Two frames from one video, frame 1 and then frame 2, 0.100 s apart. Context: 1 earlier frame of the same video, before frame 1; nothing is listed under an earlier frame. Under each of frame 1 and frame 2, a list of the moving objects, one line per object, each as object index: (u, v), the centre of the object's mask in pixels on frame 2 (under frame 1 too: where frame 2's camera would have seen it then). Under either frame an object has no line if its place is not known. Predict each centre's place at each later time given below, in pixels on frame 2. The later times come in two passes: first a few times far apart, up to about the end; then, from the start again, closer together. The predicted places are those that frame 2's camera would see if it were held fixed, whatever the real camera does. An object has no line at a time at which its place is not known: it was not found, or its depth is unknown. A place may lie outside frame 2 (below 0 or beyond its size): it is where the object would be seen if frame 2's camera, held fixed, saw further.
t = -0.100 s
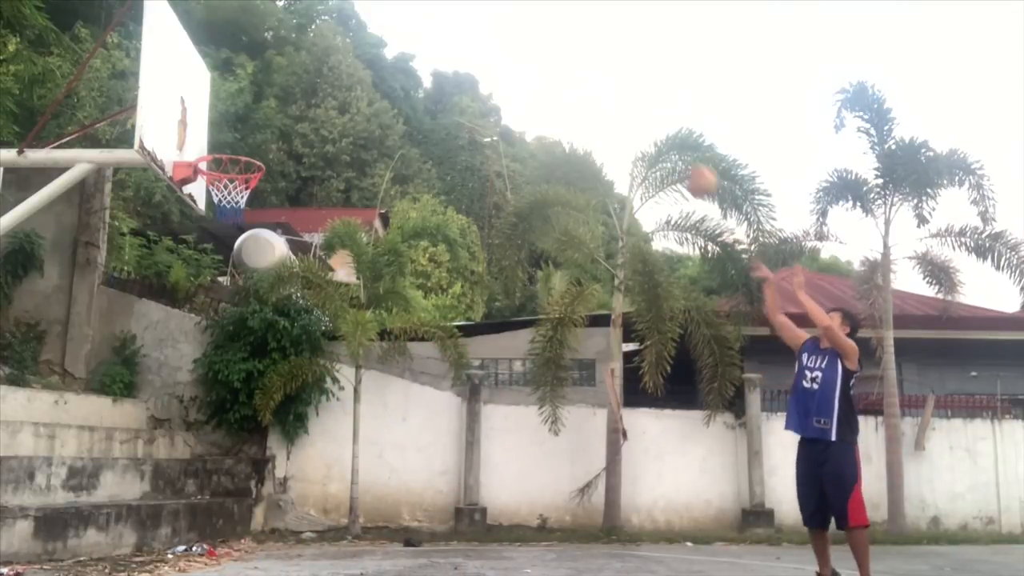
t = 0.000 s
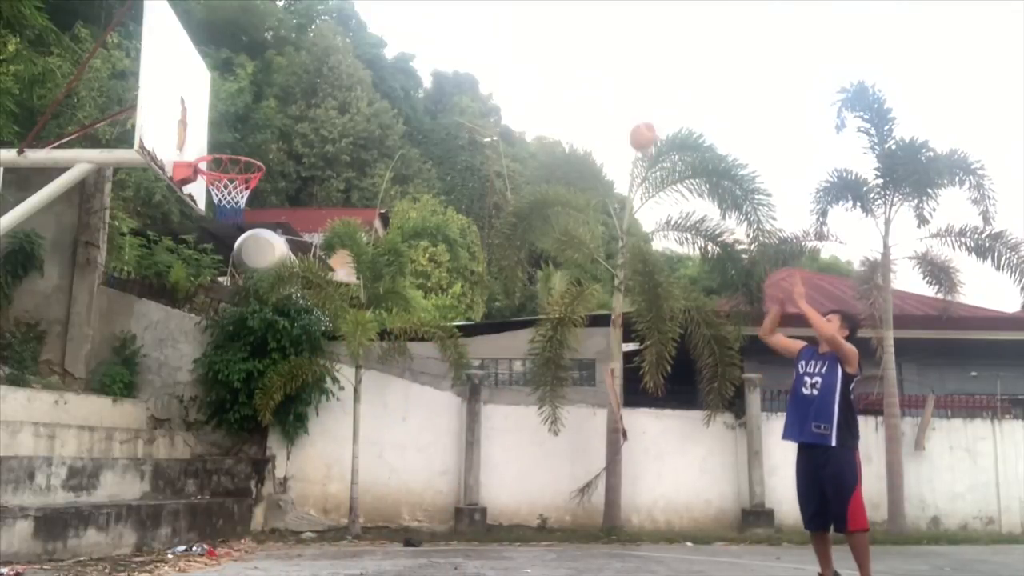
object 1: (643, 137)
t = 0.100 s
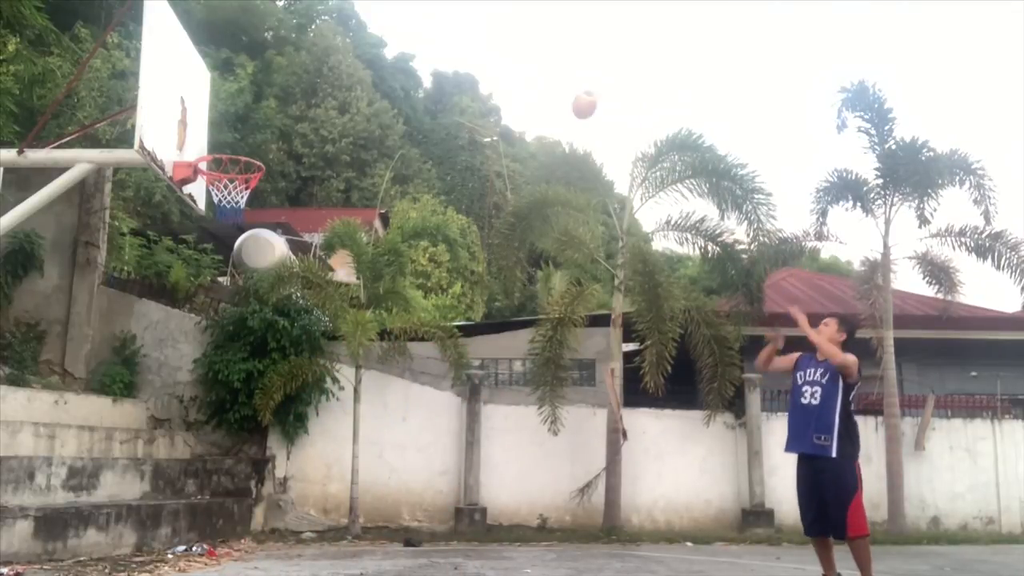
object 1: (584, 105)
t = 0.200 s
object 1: (526, 89)
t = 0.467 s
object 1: (376, 110)
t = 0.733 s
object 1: (276, 242)
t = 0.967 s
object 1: (267, 447)
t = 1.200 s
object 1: (294, 486)
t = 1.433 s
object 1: (358, 334)
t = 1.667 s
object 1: (411, 275)
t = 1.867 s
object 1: (452, 282)
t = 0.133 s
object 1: (565, 98)
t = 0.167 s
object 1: (546, 93)
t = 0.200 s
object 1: (526, 89)
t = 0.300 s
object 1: (468, 84)
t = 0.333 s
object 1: (450, 84)
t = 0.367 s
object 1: (434, 88)
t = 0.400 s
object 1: (411, 93)
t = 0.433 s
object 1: (395, 101)
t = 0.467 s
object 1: (376, 110)
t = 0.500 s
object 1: (357, 120)
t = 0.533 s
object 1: (337, 132)
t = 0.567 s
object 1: (318, 146)
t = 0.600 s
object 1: (298, 161)
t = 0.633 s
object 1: (280, 177)
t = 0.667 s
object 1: (277, 195)
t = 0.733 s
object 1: (276, 242)
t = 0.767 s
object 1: (277, 267)
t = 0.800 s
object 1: (274, 293)
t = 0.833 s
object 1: (273, 321)
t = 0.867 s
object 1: (271, 350)
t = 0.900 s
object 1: (270, 381)
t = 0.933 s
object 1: (268, 413)
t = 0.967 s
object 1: (267, 447)
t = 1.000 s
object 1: (264, 485)
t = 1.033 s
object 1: (264, 522)
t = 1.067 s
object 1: (257, 562)
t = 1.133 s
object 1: (272, 546)
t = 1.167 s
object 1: (283, 513)
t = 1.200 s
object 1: (294, 486)
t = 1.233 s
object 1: (303, 456)
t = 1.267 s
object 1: (312, 430)
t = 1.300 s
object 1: (322, 407)
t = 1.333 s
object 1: (331, 386)
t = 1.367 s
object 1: (341, 366)
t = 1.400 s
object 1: (349, 350)
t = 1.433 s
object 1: (358, 334)
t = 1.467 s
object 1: (366, 320)
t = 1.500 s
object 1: (373, 309)
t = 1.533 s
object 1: (381, 299)
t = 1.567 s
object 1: (389, 291)
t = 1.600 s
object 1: (396, 284)
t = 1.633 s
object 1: (403, 279)
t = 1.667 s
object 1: (411, 275)
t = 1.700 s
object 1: (418, 272)
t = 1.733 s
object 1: (425, 271)
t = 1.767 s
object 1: (431, 272)
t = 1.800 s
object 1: (438, 273)
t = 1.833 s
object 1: (445, 277)
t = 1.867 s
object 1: (452, 282)
